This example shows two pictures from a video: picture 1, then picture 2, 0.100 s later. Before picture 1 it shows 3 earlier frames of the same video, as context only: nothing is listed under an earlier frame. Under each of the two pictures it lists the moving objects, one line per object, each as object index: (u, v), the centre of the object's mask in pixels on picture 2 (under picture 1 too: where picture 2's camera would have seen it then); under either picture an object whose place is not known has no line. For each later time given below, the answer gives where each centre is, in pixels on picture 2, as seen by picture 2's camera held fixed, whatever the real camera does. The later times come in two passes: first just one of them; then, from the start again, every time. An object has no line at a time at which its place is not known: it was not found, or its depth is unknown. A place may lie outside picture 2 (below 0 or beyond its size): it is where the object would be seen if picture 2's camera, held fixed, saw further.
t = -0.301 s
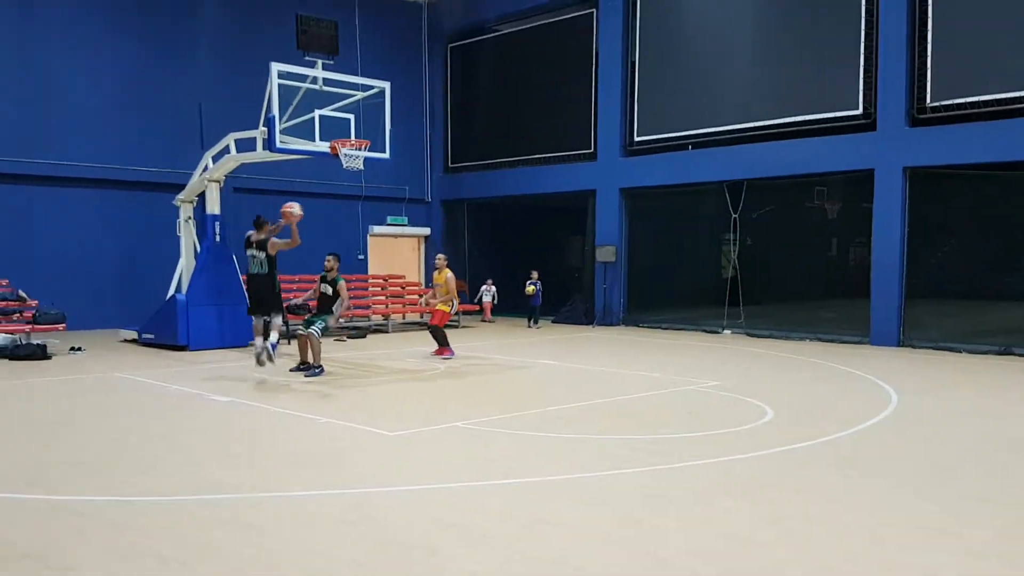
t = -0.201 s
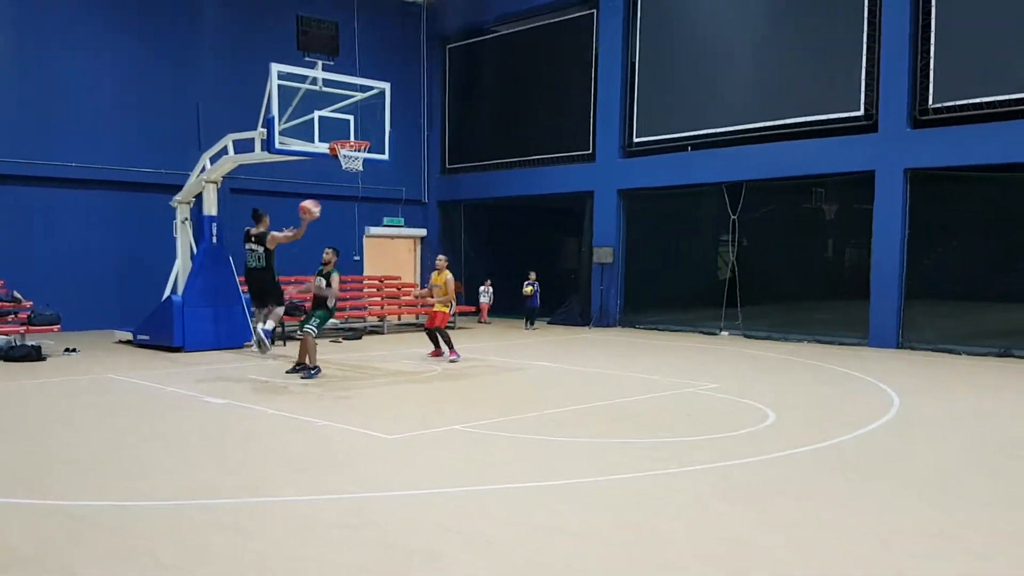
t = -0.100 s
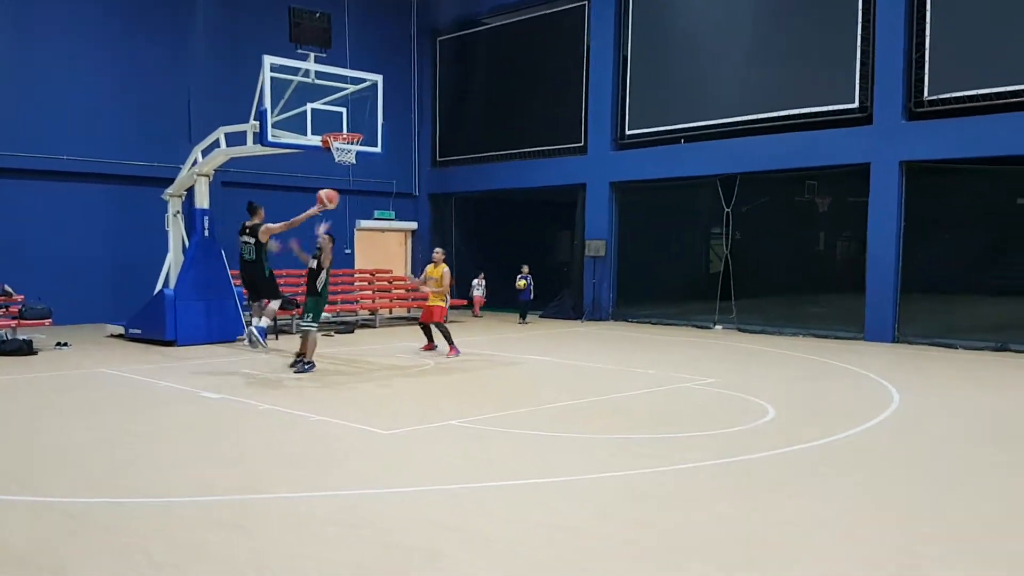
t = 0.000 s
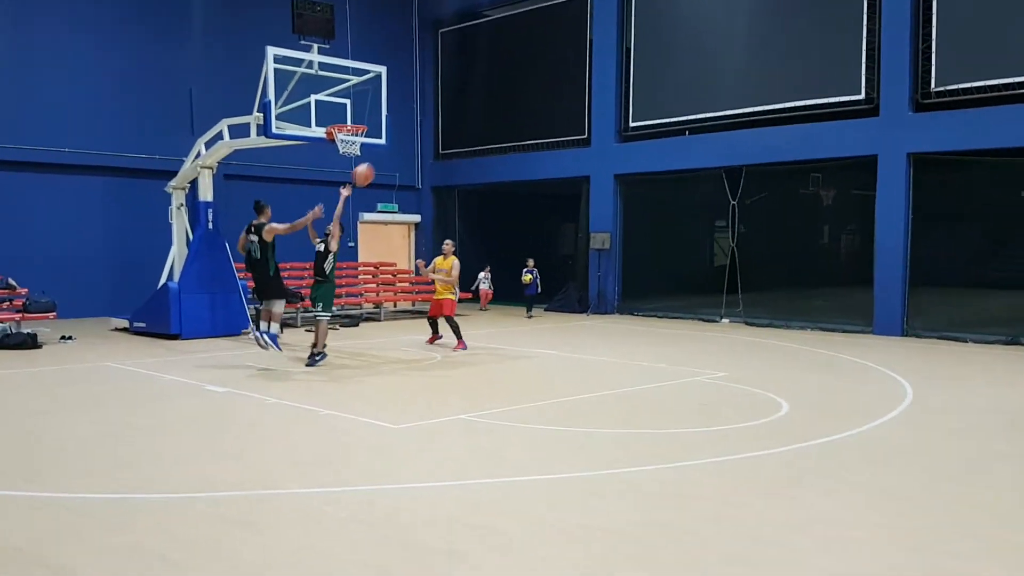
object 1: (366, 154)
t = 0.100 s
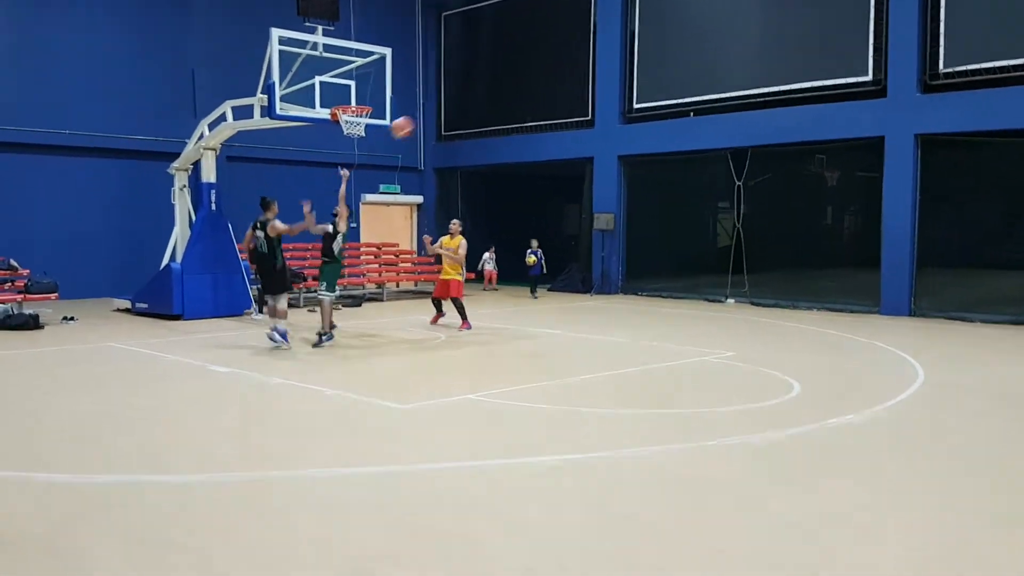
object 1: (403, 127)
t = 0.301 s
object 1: (473, 94)
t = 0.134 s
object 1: (414, 118)
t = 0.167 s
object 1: (426, 109)
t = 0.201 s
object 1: (439, 107)
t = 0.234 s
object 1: (447, 103)
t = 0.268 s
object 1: (455, 95)
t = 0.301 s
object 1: (473, 94)
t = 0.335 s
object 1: (486, 93)
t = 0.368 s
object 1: (496, 90)
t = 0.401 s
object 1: (506, 89)
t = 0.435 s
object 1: (517, 90)
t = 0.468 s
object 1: (528, 91)
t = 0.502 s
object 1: (539, 93)
